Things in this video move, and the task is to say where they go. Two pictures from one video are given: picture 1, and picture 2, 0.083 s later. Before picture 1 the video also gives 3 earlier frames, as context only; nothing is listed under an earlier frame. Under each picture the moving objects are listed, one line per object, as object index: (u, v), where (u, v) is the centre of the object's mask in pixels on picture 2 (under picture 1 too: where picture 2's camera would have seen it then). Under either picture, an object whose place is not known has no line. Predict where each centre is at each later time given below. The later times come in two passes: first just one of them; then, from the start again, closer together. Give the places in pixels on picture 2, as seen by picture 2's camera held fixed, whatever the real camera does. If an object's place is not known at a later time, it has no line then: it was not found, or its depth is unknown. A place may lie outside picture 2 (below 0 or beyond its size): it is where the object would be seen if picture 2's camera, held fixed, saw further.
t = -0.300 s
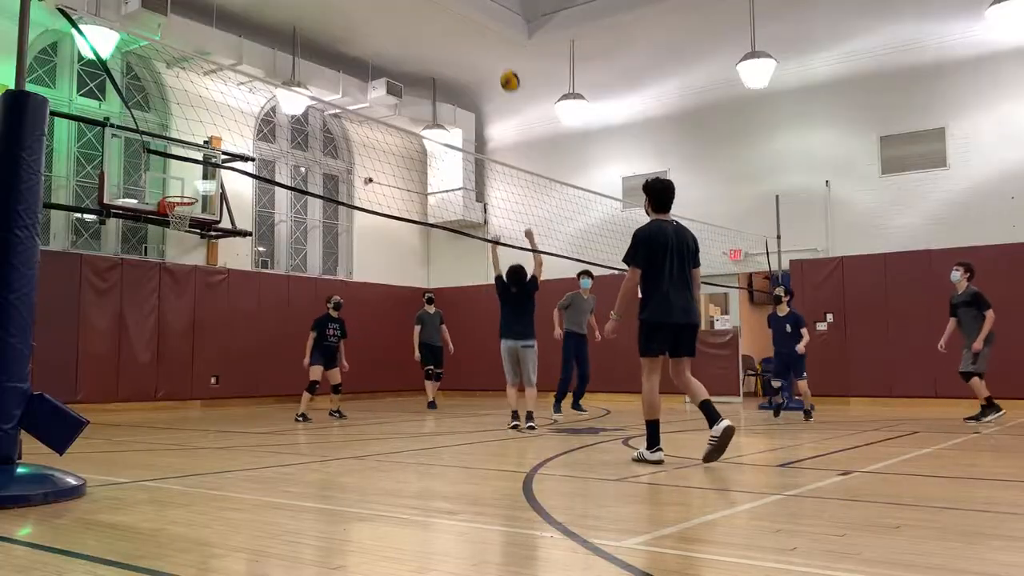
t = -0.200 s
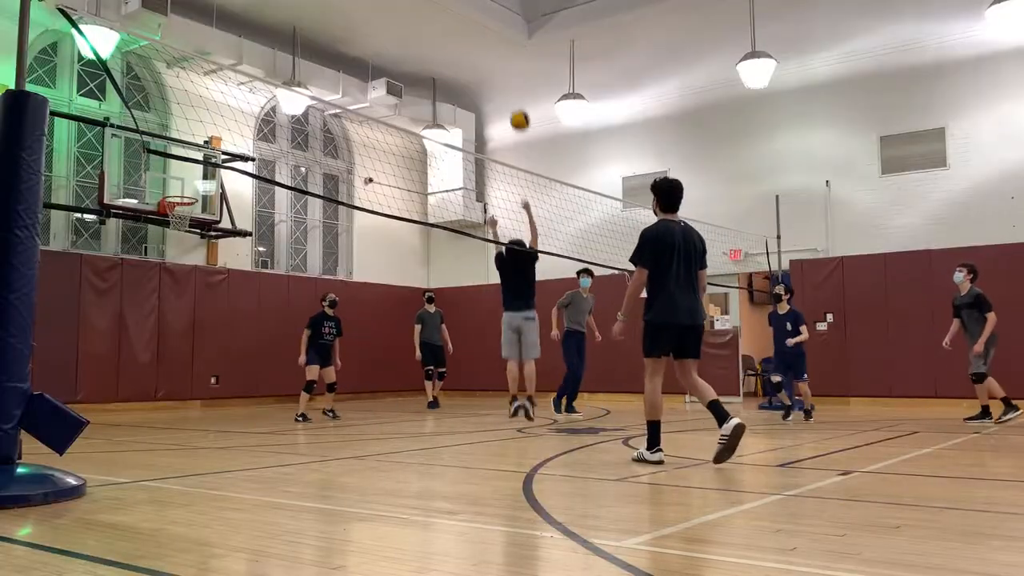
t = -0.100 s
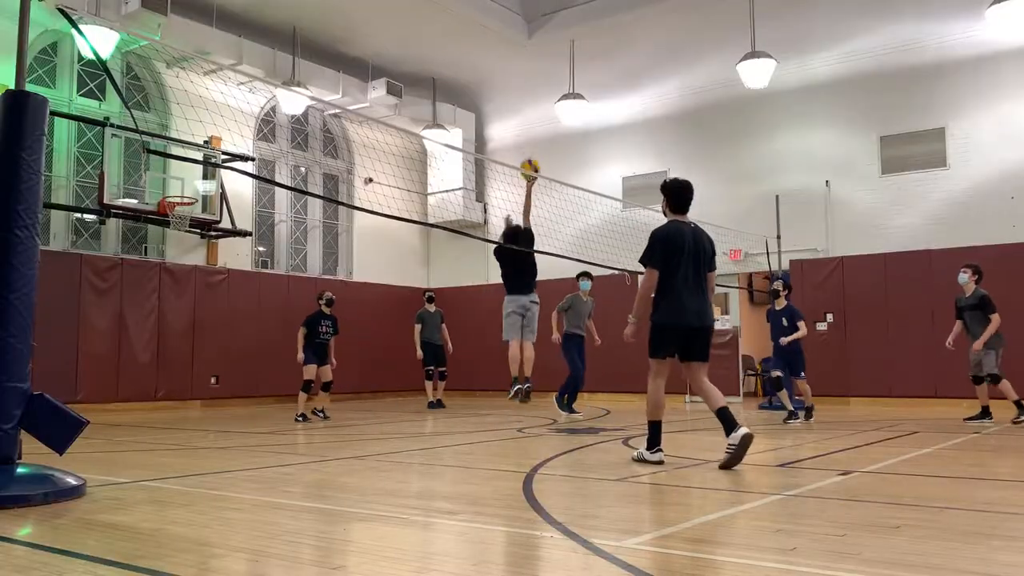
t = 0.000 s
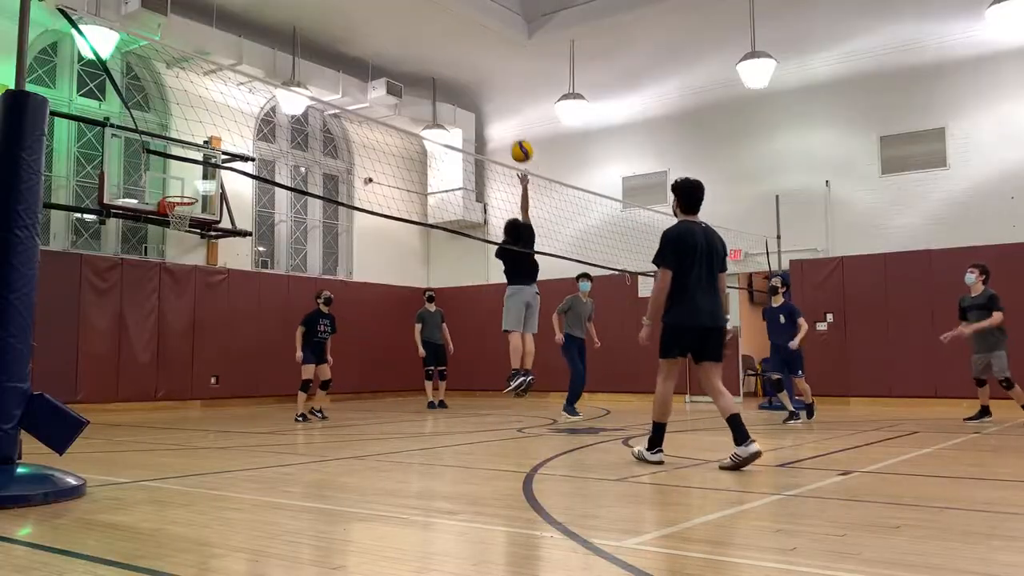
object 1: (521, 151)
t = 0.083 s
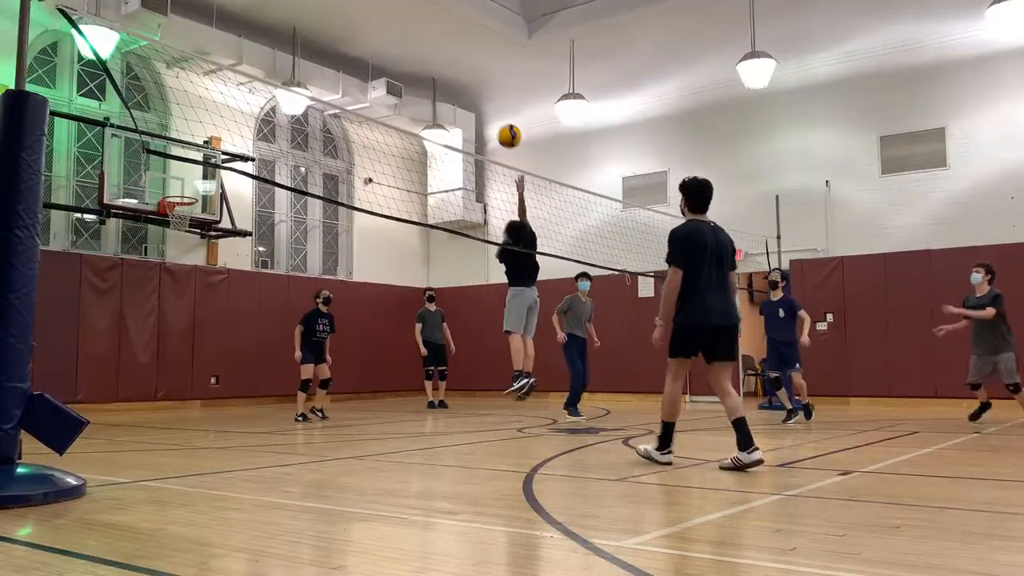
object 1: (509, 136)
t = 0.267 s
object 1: (476, 127)
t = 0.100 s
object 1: (506, 134)
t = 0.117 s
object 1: (503, 132)
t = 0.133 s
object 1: (500, 130)
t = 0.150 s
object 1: (498, 129)
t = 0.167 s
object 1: (495, 127)
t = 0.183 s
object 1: (491, 127)
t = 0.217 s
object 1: (486, 126)
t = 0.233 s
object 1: (482, 126)
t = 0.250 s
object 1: (479, 126)
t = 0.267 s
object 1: (476, 127)
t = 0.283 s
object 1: (473, 128)
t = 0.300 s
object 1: (468, 129)
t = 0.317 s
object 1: (465, 131)
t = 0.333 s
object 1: (461, 134)
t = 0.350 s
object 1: (458, 137)
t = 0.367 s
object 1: (454, 140)
